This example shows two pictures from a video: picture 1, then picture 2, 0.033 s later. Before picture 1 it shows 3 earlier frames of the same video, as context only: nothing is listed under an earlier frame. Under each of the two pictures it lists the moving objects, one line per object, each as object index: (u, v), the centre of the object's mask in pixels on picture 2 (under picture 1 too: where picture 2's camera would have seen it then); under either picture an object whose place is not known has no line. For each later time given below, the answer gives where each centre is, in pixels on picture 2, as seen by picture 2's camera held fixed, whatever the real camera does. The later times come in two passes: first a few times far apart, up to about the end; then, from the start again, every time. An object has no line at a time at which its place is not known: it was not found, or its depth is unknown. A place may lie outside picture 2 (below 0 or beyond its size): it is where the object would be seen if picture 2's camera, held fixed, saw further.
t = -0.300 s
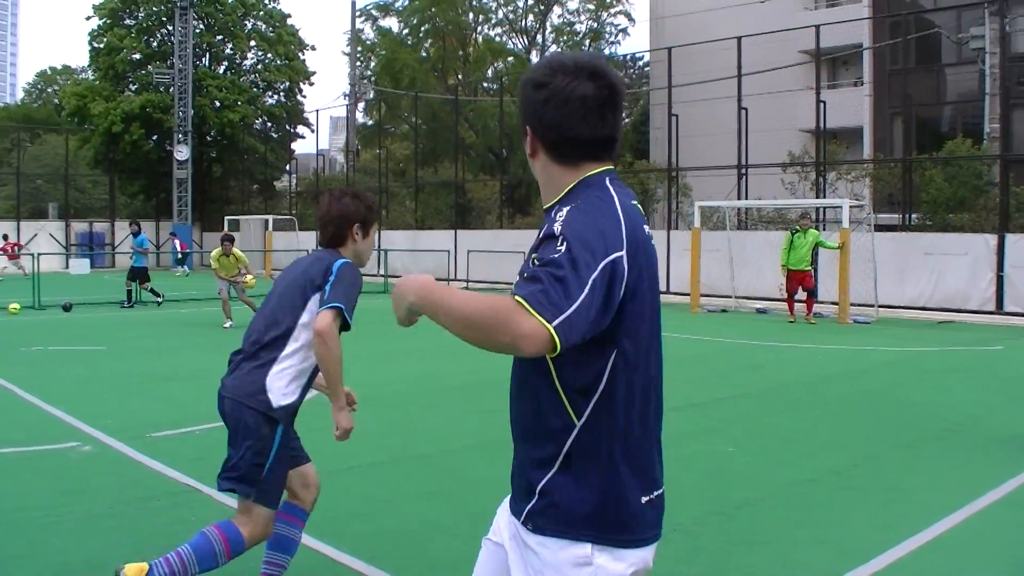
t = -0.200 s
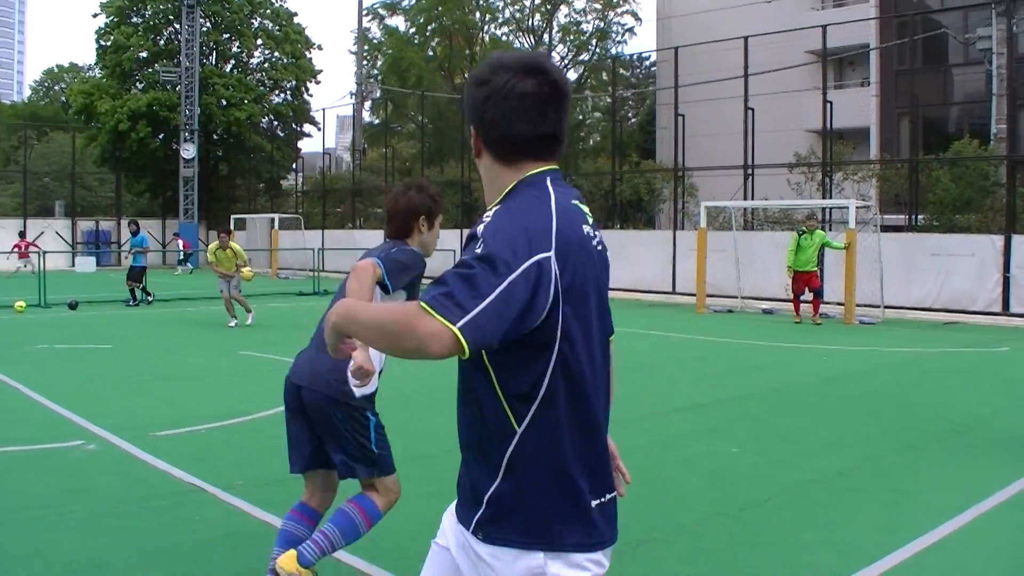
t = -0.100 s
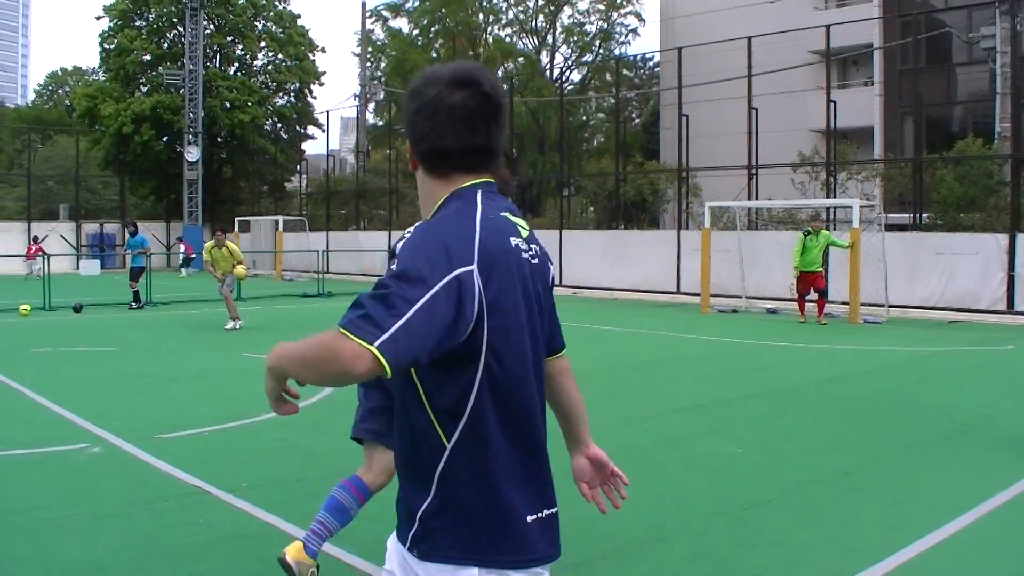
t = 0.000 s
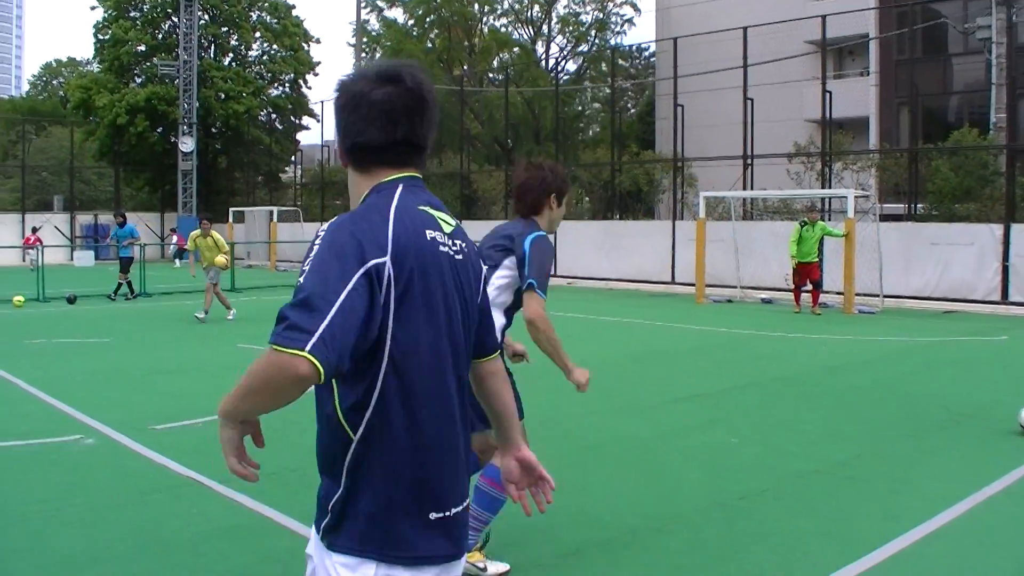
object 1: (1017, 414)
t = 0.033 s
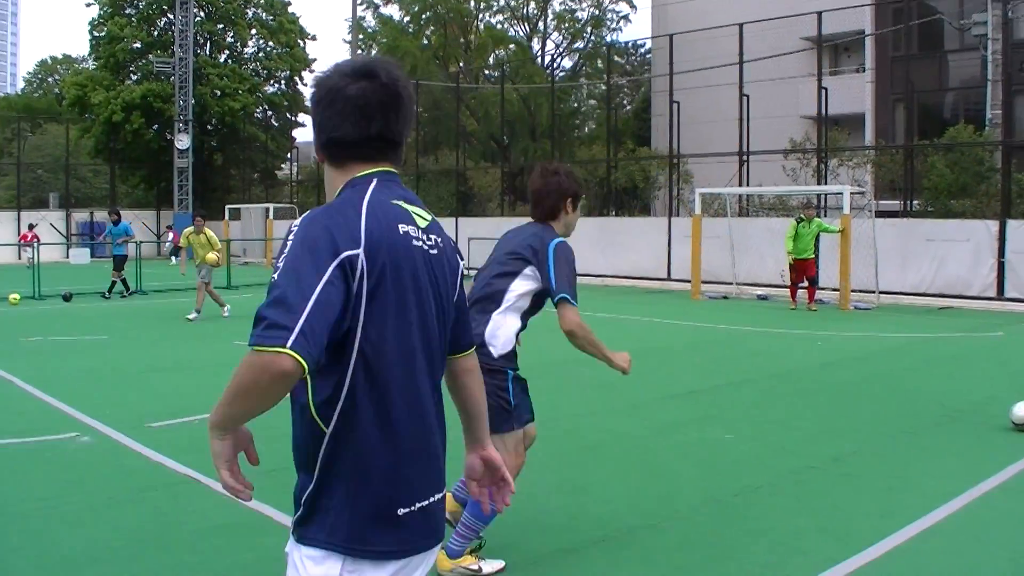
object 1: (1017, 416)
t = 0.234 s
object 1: (1003, 414)
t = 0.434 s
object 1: (980, 412)
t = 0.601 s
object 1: (965, 411)
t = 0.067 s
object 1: (1017, 415)
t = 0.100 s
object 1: (1017, 415)
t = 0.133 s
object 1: (1014, 415)
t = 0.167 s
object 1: (1009, 415)
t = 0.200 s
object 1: (1006, 414)
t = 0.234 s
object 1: (1003, 414)
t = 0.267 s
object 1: (999, 413)
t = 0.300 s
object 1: (995, 413)
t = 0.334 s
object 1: (991, 413)
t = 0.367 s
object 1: (987, 413)
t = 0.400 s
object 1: (983, 412)
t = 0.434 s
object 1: (980, 412)
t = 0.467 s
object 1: (976, 412)
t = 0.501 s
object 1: (974, 412)
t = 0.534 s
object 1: (971, 411)
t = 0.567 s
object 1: (968, 411)
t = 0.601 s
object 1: (965, 411)
